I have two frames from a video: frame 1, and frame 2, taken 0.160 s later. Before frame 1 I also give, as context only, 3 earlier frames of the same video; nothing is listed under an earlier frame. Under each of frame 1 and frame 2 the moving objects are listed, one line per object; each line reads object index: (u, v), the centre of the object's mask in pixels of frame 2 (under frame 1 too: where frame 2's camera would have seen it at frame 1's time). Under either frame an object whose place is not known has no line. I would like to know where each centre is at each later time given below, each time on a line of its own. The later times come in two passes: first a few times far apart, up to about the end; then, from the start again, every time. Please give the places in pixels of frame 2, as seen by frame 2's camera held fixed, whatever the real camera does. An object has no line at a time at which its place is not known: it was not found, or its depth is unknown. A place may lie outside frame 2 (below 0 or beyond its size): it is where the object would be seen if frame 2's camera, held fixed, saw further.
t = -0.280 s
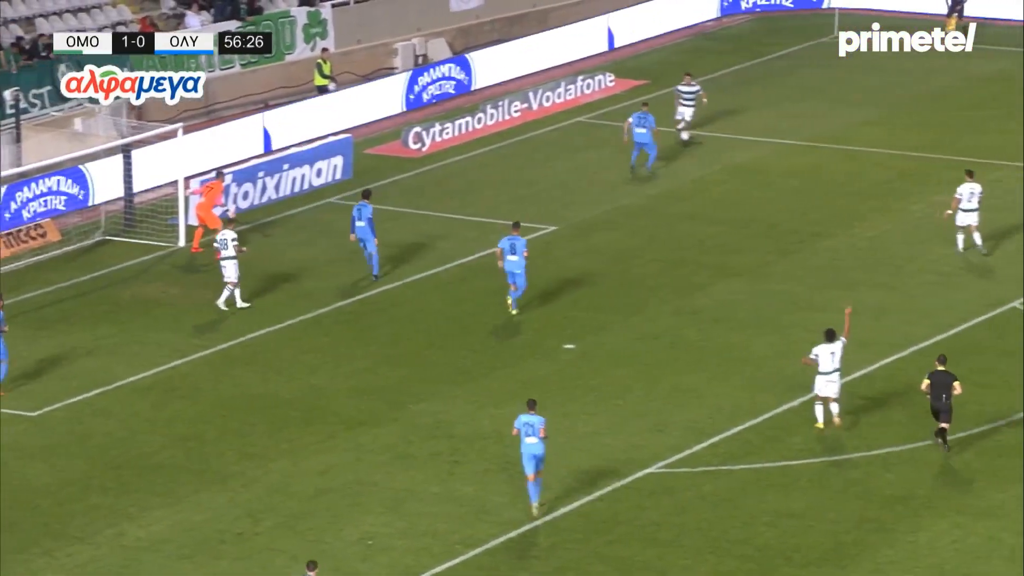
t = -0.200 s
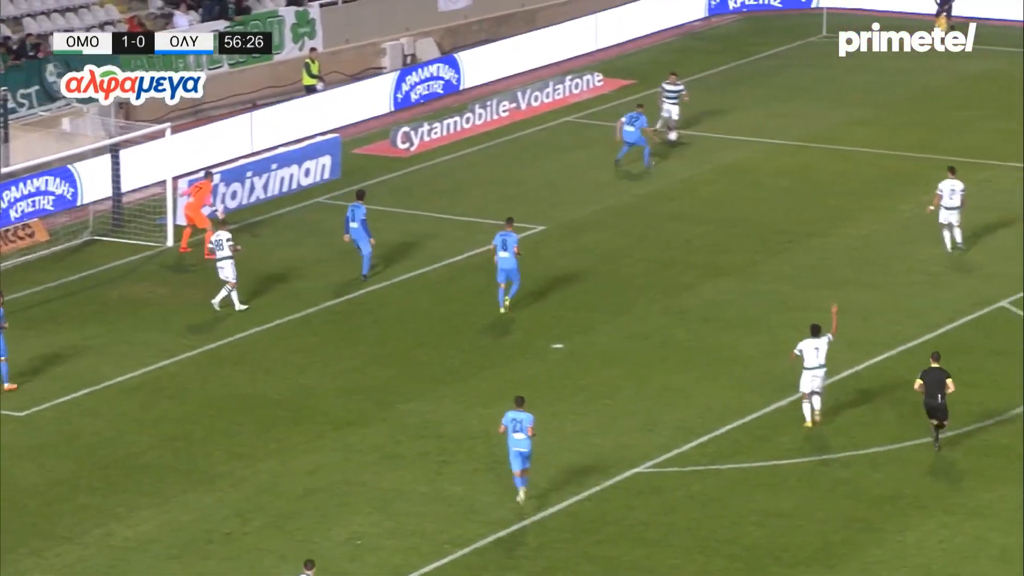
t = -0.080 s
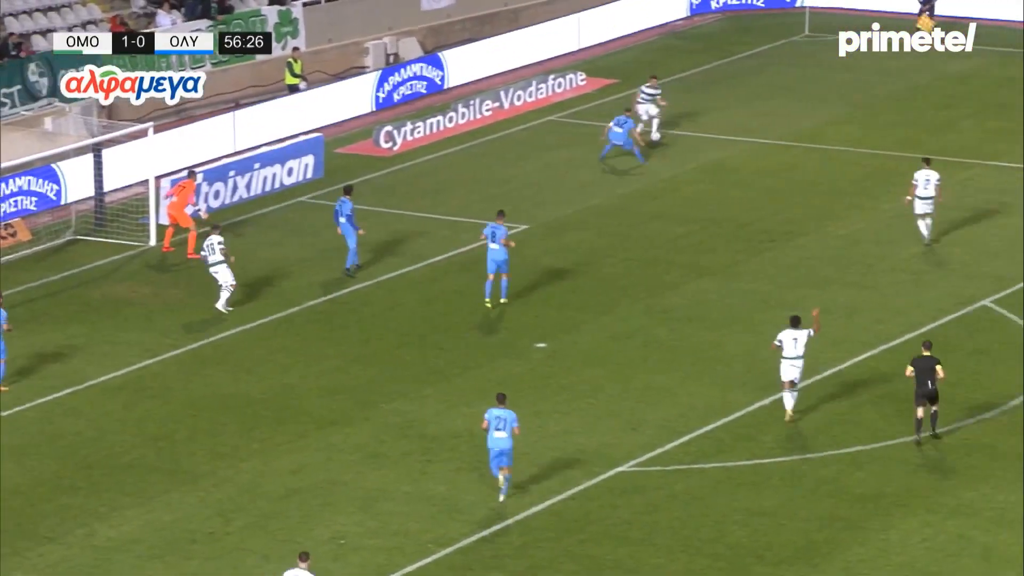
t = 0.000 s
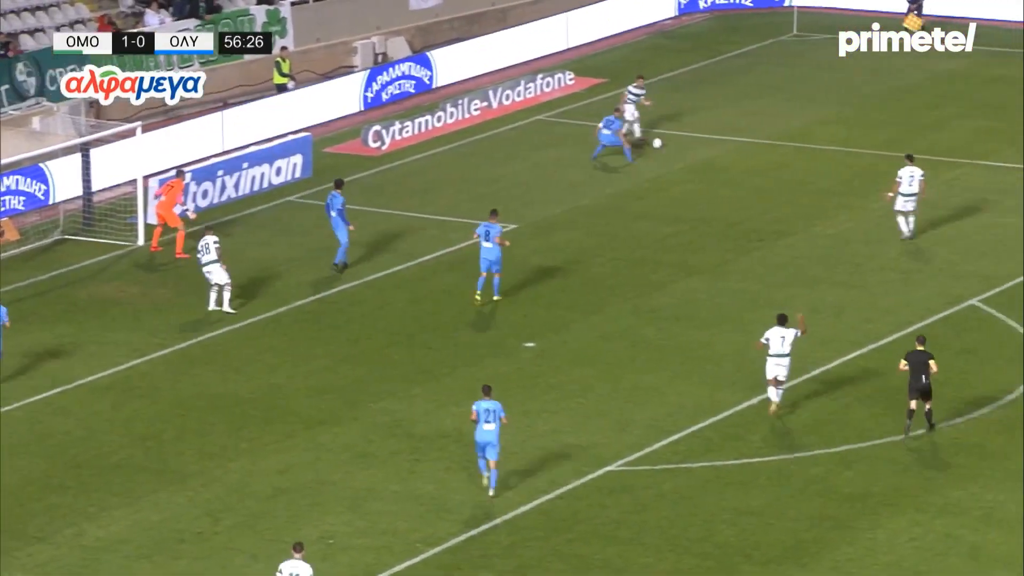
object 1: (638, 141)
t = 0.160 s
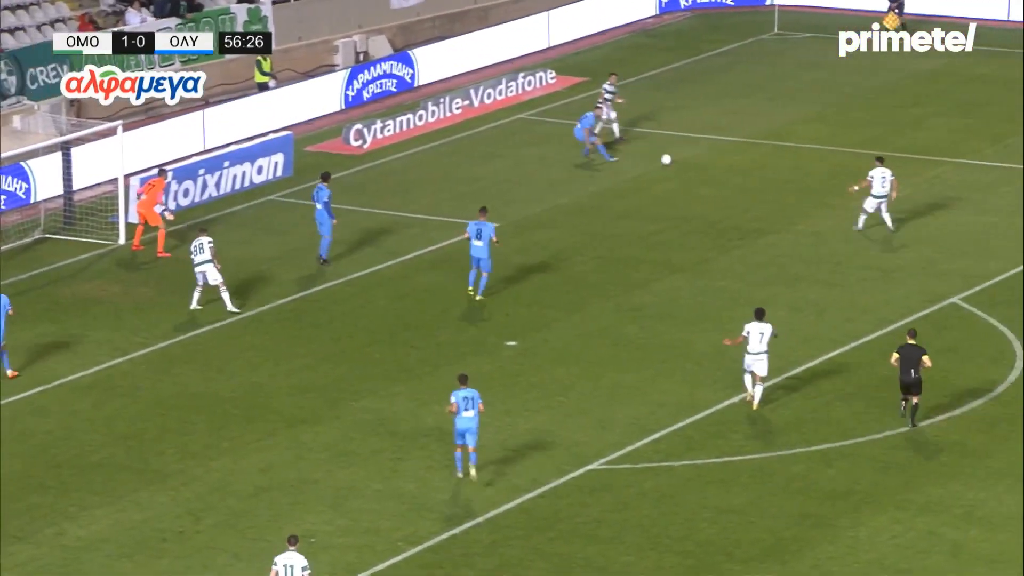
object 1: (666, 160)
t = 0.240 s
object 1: (679, 169)
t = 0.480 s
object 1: (714, 192)
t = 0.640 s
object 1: (733, 206)
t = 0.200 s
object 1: (672, 164)
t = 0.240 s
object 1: (679, 169)
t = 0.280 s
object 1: (686, 173)
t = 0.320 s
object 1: (692, 177)
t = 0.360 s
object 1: (698, 181)
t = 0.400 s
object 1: (703, 185)
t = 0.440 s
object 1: (709, 189)
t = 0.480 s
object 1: (714, 192)
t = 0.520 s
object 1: (719, 196)
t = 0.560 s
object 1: (724, 199)
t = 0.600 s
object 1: (729, 203)
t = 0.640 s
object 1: (733, 206)
